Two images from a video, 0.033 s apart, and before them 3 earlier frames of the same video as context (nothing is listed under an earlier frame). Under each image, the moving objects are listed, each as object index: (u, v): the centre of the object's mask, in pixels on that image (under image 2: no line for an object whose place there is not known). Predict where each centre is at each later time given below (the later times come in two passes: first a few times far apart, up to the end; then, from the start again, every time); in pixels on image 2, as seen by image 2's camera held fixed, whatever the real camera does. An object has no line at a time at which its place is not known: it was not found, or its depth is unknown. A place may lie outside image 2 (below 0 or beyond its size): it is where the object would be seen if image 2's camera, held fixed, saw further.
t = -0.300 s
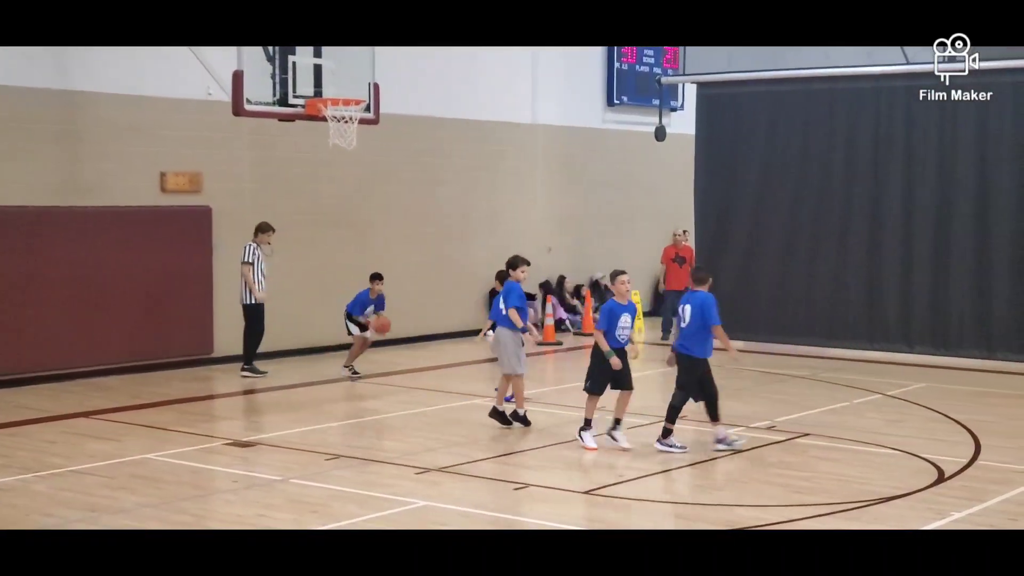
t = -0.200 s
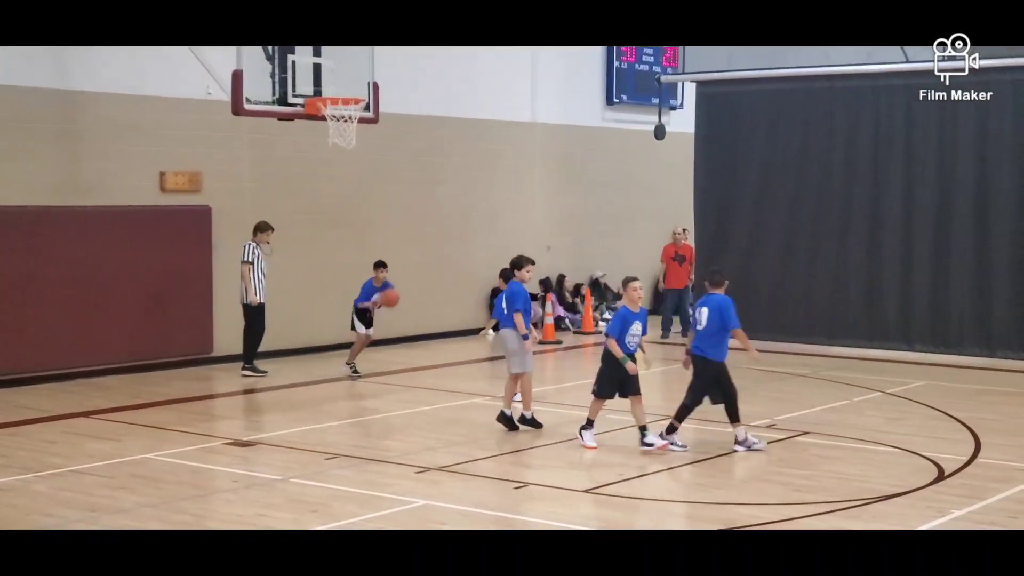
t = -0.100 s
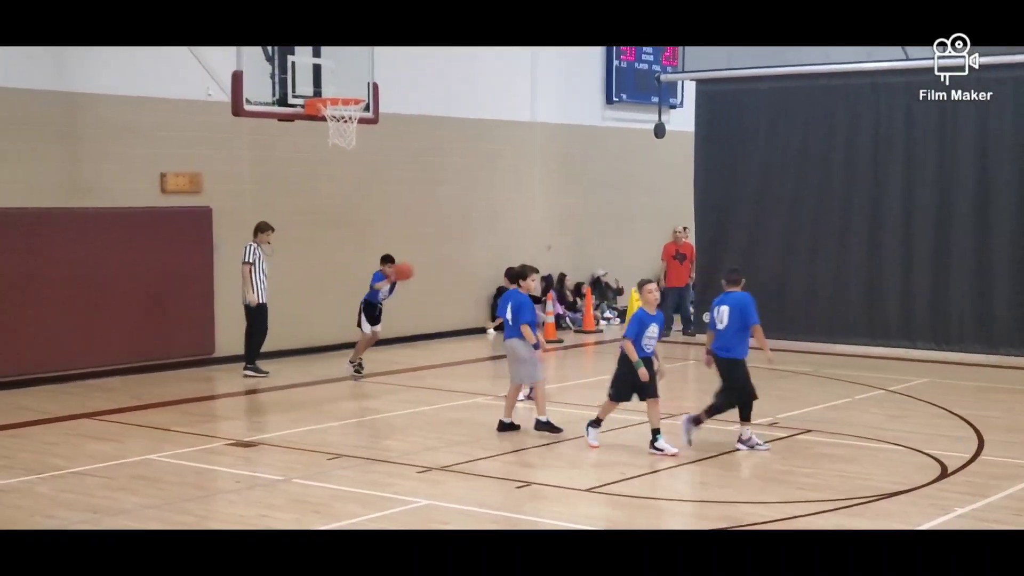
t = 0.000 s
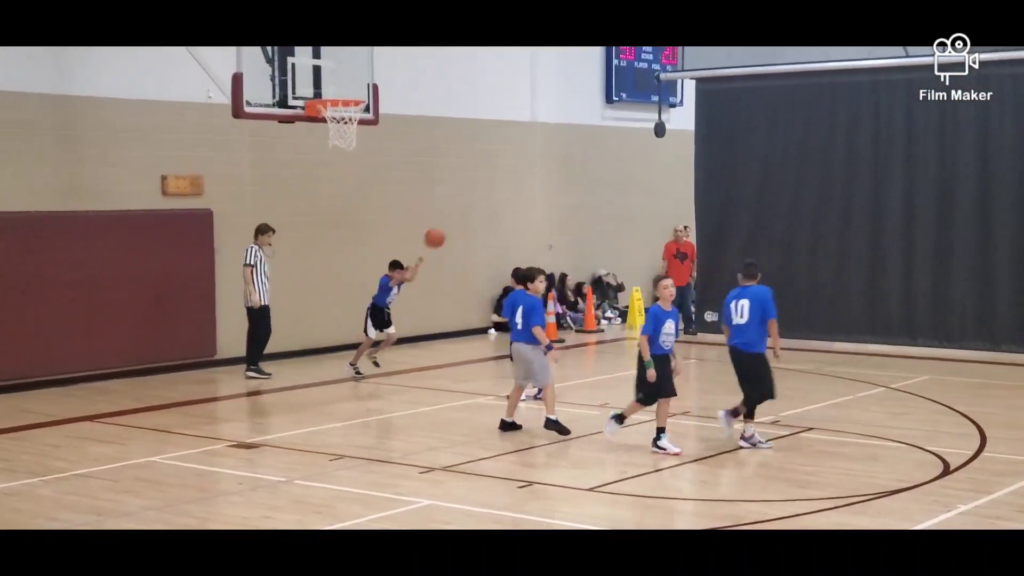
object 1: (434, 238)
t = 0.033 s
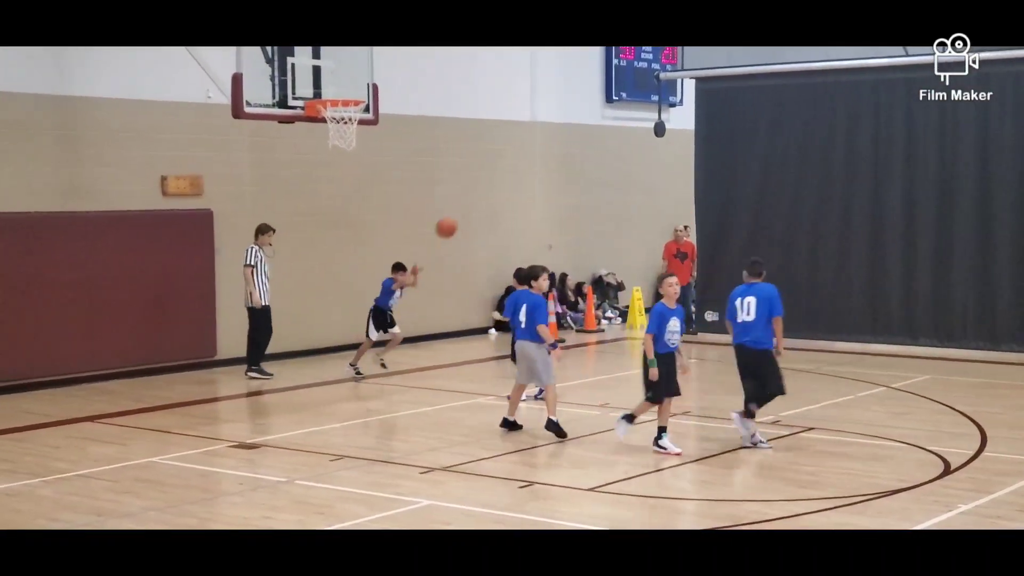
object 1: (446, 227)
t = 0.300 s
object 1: (543, 176)
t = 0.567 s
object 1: (656, 187)
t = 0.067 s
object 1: (457, 218)
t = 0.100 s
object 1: (469, 209)
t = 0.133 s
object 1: (481, 202)
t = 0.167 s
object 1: (493, 195)
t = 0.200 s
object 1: (505, 189)
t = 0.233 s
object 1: (517, 184)
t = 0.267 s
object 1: (530, 179)
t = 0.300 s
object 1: (543, 176)
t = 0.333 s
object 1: (557, 174)
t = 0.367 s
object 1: (570, 173)
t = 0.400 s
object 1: (584, 172)
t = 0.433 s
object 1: (598, 173)
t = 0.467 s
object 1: (612, 175)
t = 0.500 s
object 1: (626, 178)
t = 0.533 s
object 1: (641, 182)
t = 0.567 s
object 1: (656, 187)
